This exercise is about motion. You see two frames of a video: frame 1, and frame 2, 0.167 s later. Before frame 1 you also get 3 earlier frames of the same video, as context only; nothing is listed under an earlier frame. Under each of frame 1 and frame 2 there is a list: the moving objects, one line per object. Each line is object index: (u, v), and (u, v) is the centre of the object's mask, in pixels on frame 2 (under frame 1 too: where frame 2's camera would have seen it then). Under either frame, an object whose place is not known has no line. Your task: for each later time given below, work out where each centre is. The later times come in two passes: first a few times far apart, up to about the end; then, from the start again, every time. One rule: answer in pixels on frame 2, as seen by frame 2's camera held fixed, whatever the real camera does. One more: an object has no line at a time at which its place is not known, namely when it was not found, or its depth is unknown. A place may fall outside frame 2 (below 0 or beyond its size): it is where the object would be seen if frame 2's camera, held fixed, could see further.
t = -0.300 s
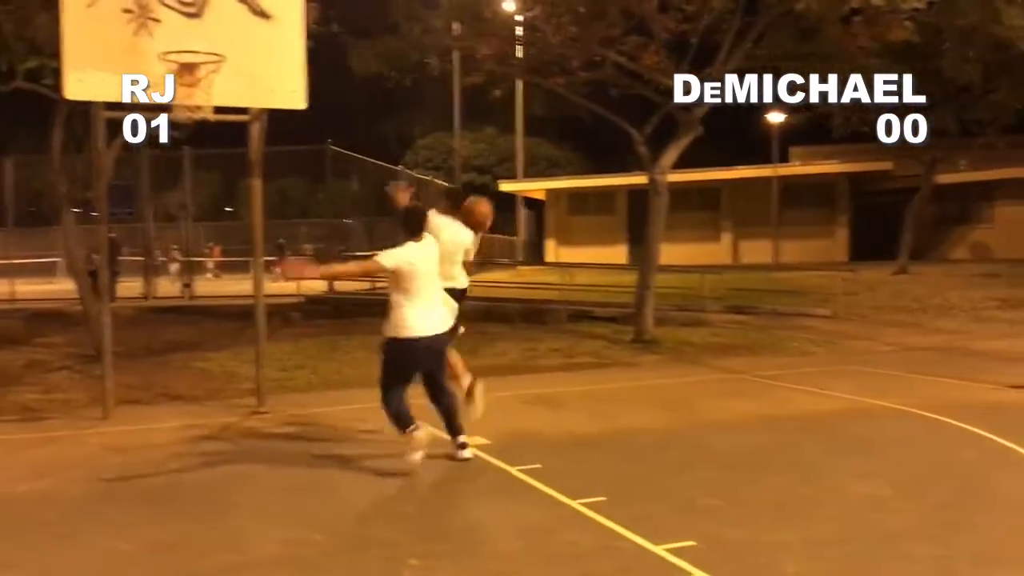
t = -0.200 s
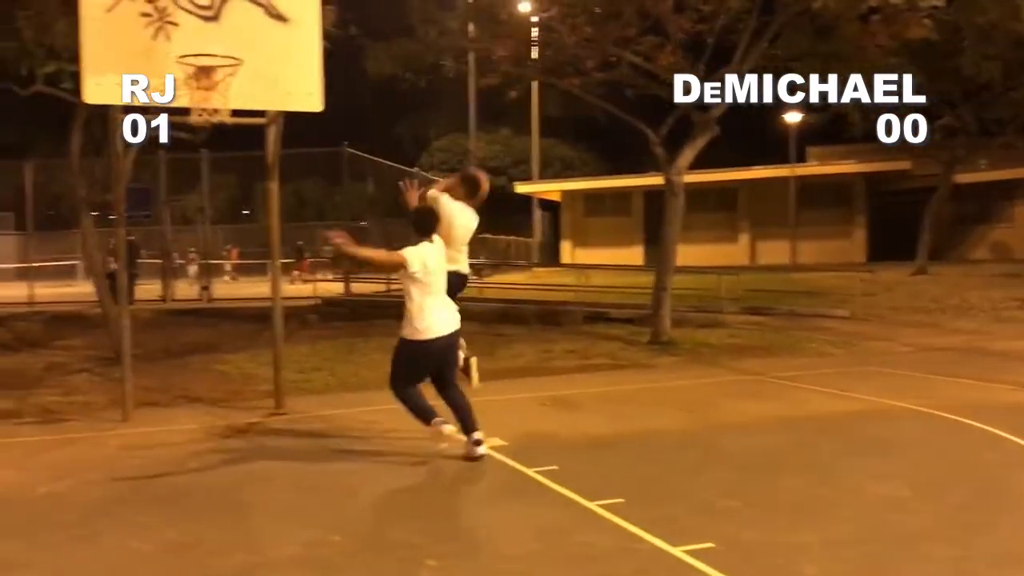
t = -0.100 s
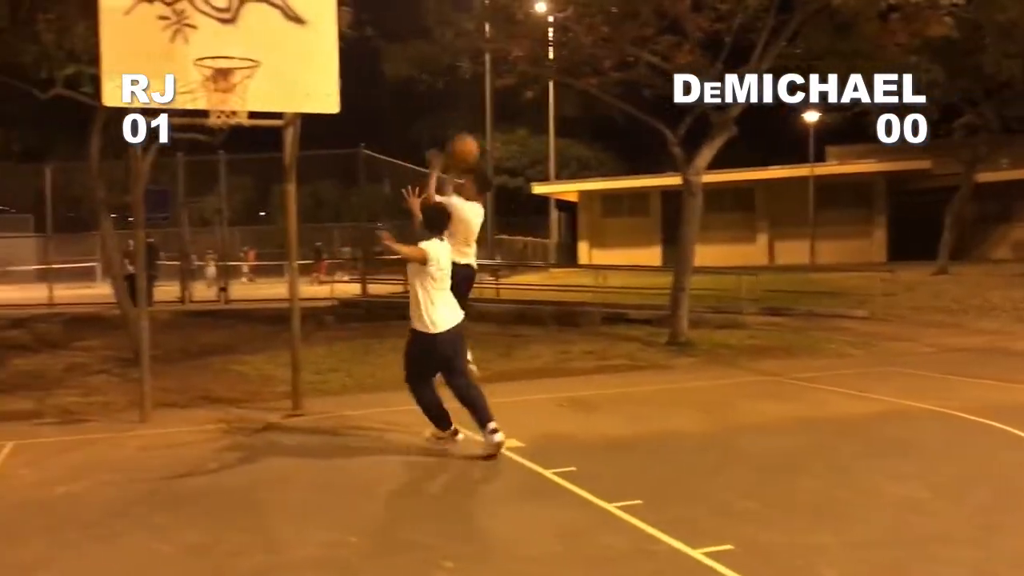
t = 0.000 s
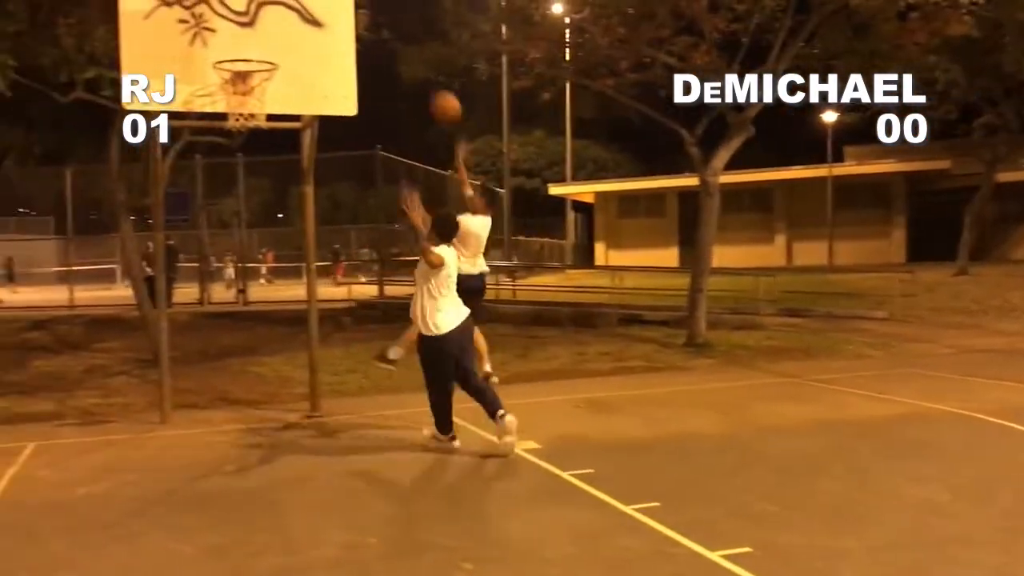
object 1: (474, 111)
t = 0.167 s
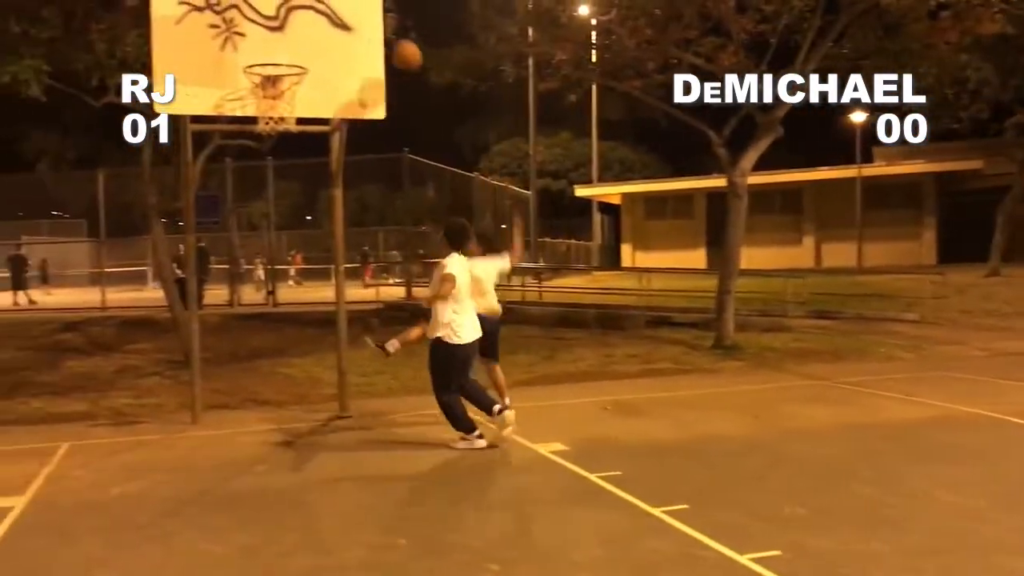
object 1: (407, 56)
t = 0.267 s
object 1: (366, 39)
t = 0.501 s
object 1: (272, 51)
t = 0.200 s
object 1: (394, 50)
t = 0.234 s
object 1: (380, 44)
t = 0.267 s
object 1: (366, 39)
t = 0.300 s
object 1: (352, 37)
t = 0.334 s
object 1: (339, 37)
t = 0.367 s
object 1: (325, 36)
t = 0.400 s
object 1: (312, 38)
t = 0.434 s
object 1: (299, 41)
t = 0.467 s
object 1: (286, 45)
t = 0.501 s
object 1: (272, 51)
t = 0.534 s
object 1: (259, 56)
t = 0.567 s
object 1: (253, 53)
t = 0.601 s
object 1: (251, 44)
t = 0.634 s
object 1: (249, 35)
